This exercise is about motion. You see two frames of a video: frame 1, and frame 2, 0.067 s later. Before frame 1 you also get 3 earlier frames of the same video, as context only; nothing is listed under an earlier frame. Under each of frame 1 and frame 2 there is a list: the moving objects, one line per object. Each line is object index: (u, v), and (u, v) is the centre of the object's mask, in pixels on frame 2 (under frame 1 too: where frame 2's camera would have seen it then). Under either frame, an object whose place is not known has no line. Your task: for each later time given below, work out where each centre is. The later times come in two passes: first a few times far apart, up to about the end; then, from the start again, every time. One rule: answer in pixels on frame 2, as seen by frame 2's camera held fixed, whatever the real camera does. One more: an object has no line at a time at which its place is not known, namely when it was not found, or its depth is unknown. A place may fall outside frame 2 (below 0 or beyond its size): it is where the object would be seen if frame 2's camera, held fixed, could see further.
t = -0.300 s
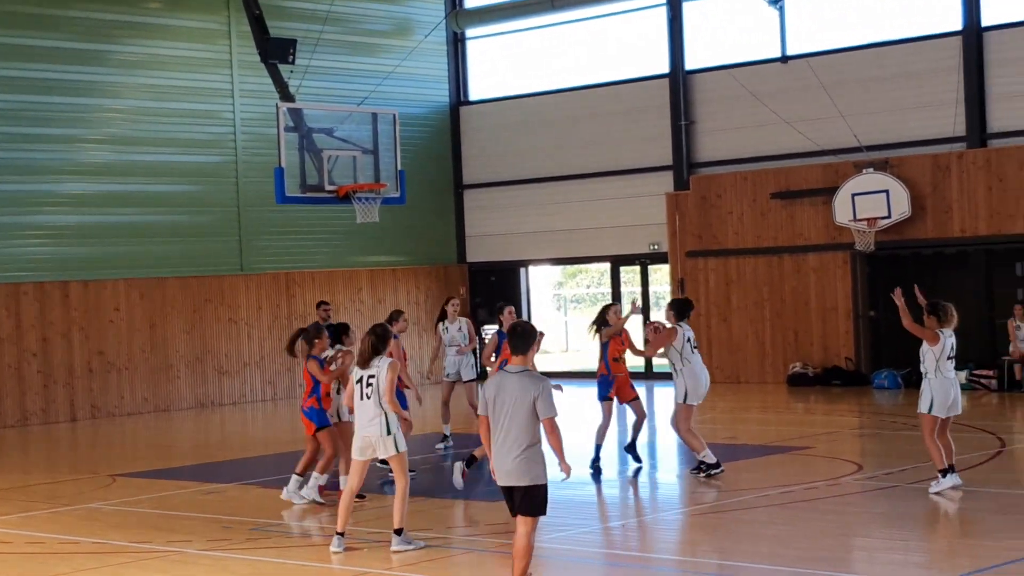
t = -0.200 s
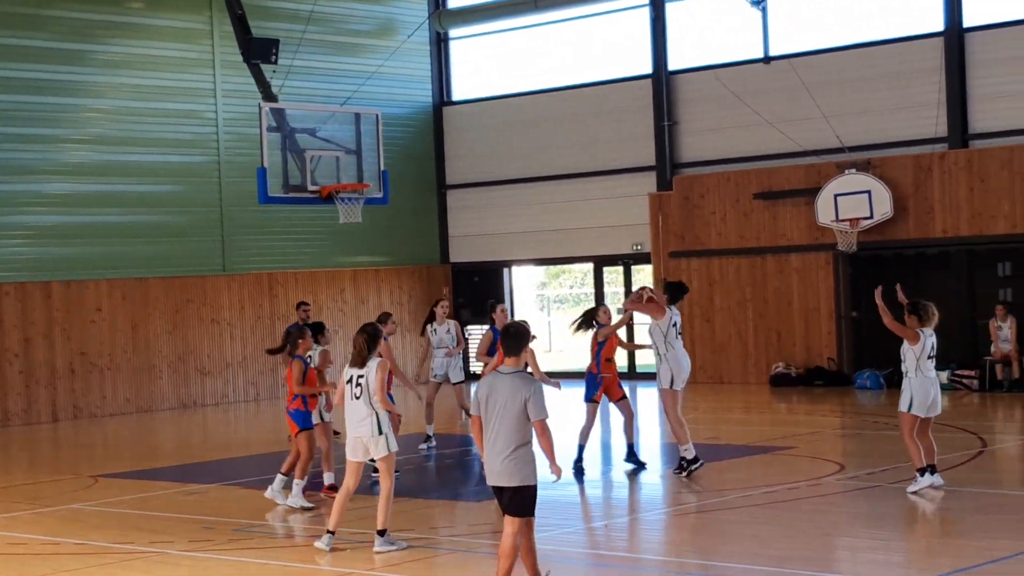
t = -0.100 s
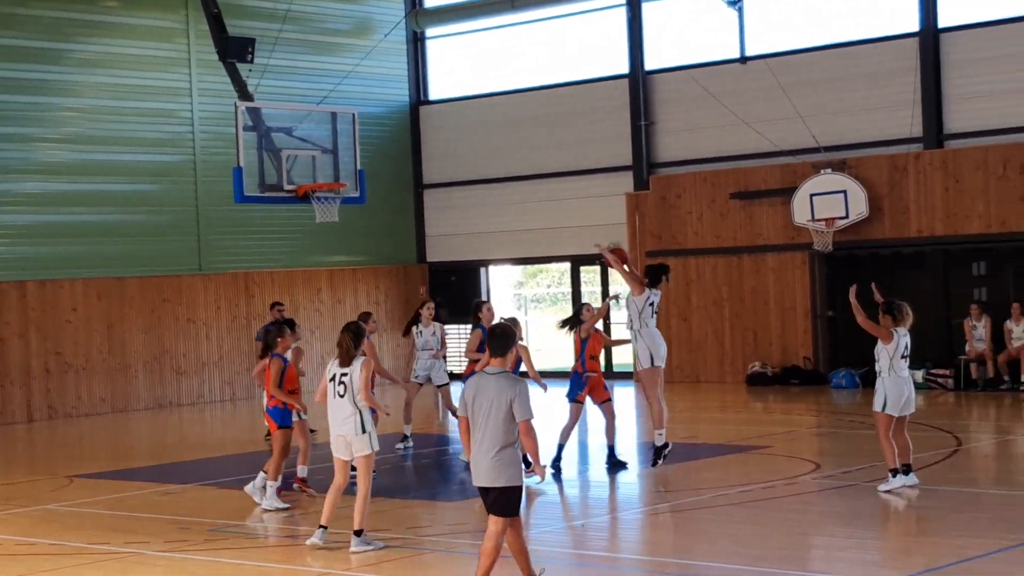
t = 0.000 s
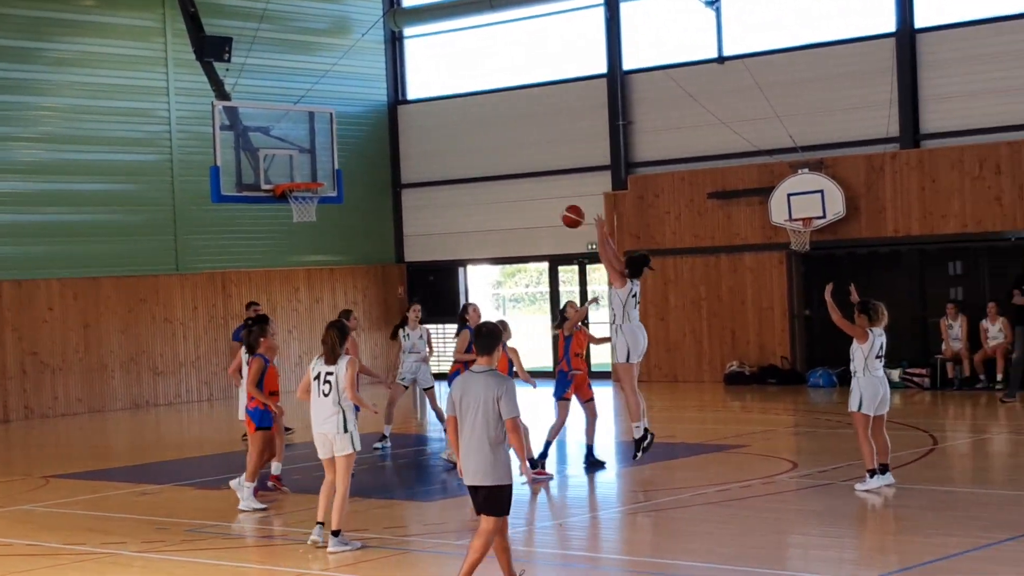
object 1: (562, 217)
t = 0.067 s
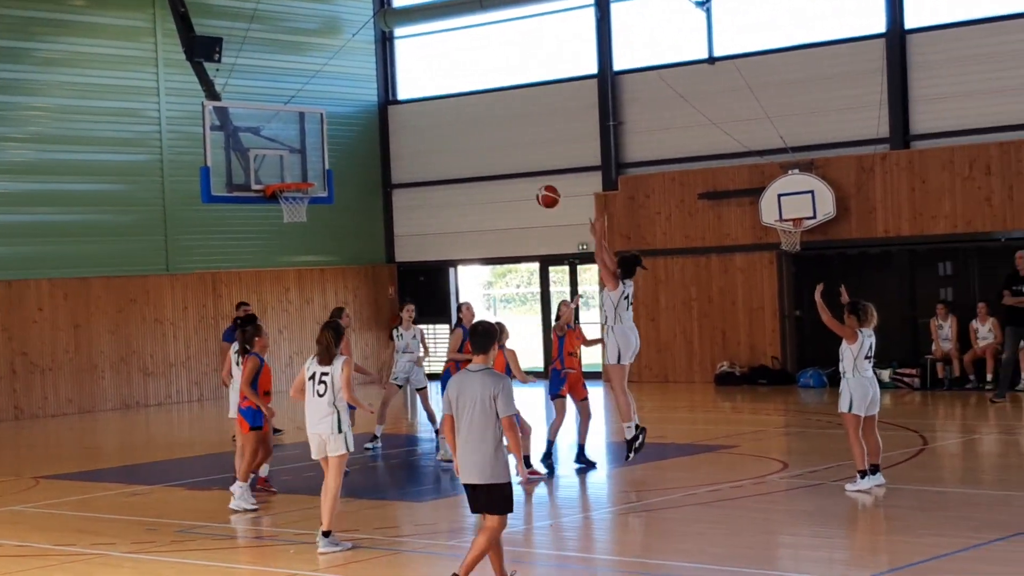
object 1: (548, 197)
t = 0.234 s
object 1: (512, 166)
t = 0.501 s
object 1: (461, 173)
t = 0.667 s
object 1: (434, 210)
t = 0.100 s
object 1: (541, 188)
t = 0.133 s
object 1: (533, 181)
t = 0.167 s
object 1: (526, 175)
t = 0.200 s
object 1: (519, 170)
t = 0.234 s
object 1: (512, 166)
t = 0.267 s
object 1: (505, 163)
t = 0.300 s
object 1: (498, 161)
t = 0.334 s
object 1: (492, 161)
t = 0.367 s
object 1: (485, 161)
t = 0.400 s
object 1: (479, 163)
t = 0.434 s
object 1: (473, 165)
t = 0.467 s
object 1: (468, 169)
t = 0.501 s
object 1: (461, 173)
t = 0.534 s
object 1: (456, 179)
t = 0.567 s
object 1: (451, 185)
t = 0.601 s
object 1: (445, 192)
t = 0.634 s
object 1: (440, 201)
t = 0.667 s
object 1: (434, 210)
